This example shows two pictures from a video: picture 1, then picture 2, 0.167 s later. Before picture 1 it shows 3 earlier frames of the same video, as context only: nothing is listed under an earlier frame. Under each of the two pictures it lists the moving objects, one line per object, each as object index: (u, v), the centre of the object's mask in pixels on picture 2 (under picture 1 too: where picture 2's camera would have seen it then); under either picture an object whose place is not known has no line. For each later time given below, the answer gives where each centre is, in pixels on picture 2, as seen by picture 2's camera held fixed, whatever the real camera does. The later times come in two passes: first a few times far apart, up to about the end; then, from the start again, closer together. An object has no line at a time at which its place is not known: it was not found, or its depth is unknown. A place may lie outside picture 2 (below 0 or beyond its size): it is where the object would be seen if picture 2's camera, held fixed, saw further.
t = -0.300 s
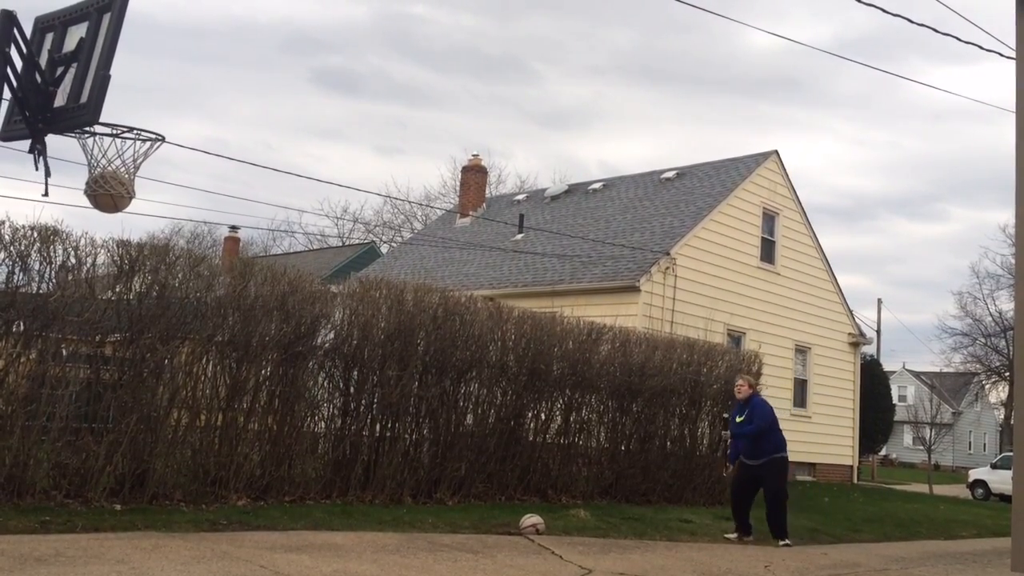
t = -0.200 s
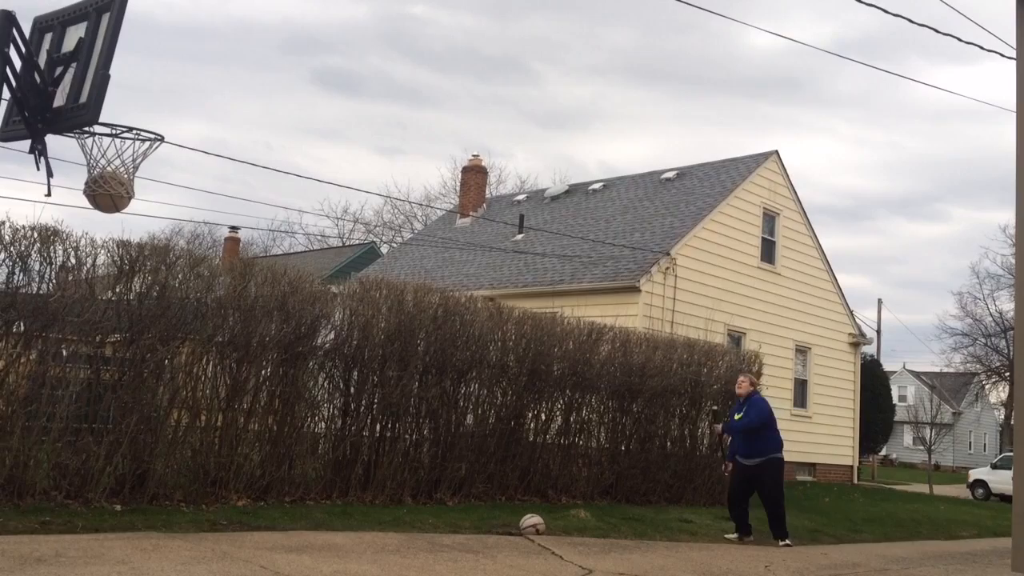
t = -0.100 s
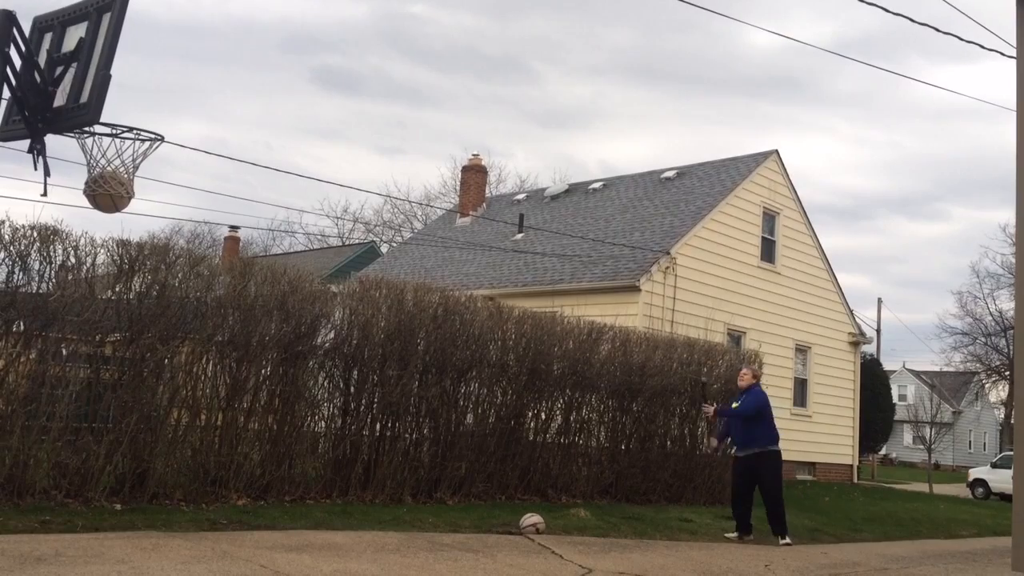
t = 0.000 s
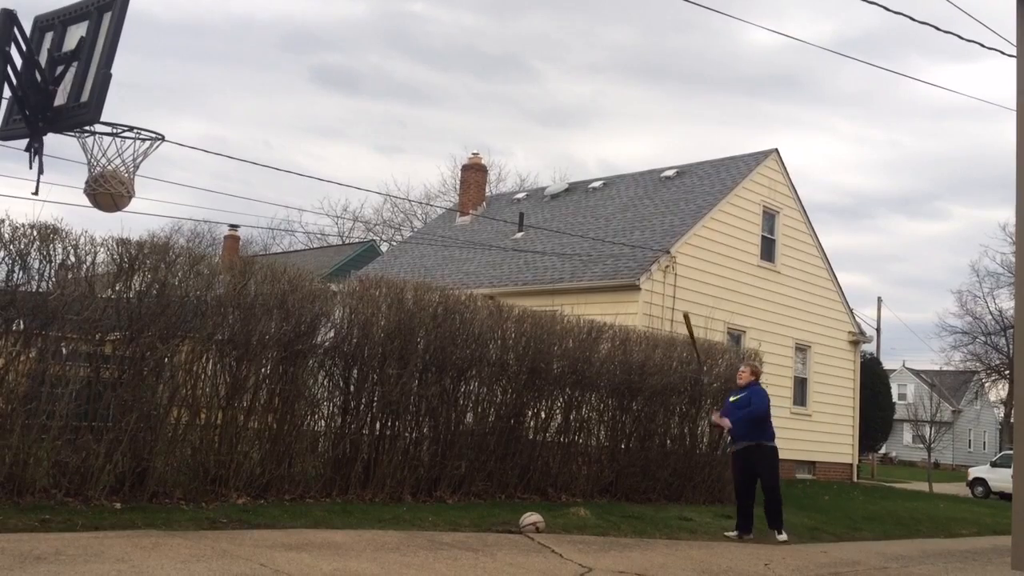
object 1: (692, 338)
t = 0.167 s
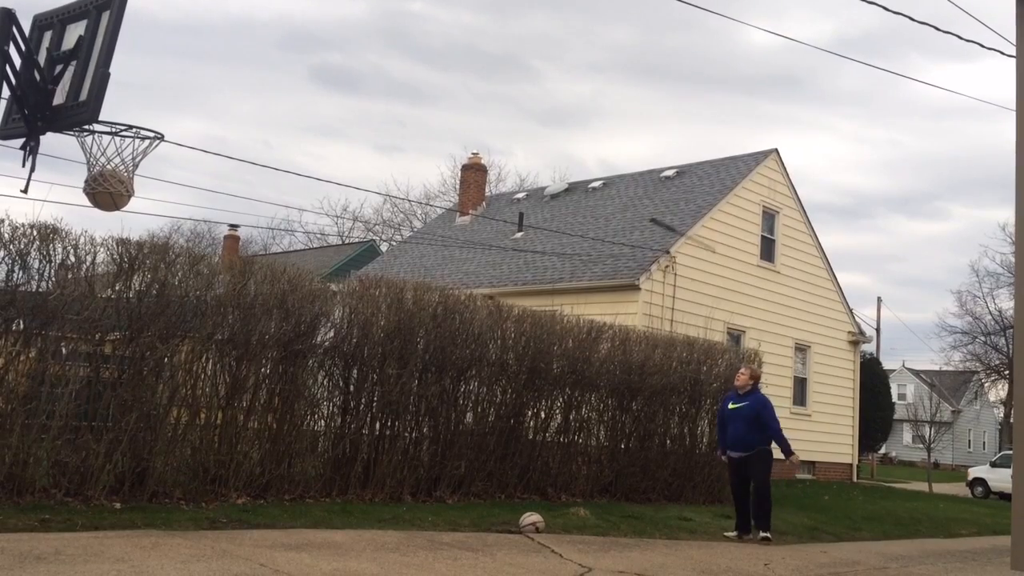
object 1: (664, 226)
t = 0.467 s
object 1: (639, 95)
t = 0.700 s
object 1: (599, 52)
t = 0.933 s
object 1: (559, 62)
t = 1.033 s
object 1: (541, 83)
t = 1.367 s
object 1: (478, 237)
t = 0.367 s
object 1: (656, 131)
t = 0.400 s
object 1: (651, 117)
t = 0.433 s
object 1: (645, 105)
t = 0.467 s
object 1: (639, 95)
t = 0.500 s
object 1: (633, 85)
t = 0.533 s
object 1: (628, 77)
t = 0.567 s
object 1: (622, 70)
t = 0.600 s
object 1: (616, 64)
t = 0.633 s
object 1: (610, 59)
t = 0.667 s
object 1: (605, 55)
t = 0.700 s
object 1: (599, 52)
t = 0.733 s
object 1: (594, 50)
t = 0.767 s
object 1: (588, 49)
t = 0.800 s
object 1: (583, 50)
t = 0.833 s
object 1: (577, 51)
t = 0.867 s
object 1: (571, 53)
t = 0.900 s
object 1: (565, 57)
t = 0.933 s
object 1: (559, 62)
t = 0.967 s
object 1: (552, 68)
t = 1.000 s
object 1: (547, 75)
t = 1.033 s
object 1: (541, 83)
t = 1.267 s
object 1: (506, 167)
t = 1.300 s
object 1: (493, 193)
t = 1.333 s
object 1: (486, 213)
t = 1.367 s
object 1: (478, 237)
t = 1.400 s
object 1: (472, 255)
